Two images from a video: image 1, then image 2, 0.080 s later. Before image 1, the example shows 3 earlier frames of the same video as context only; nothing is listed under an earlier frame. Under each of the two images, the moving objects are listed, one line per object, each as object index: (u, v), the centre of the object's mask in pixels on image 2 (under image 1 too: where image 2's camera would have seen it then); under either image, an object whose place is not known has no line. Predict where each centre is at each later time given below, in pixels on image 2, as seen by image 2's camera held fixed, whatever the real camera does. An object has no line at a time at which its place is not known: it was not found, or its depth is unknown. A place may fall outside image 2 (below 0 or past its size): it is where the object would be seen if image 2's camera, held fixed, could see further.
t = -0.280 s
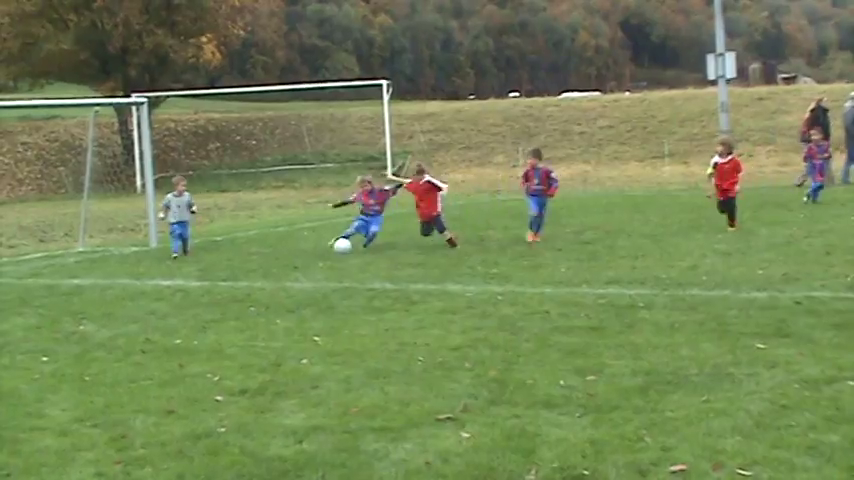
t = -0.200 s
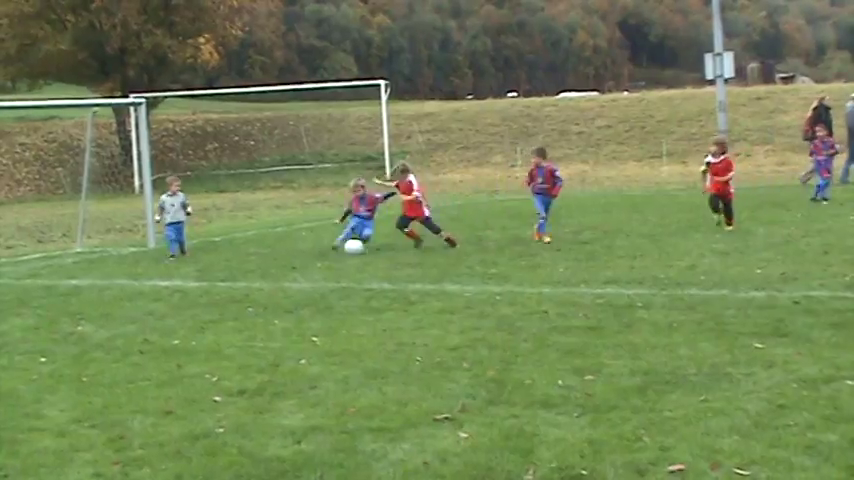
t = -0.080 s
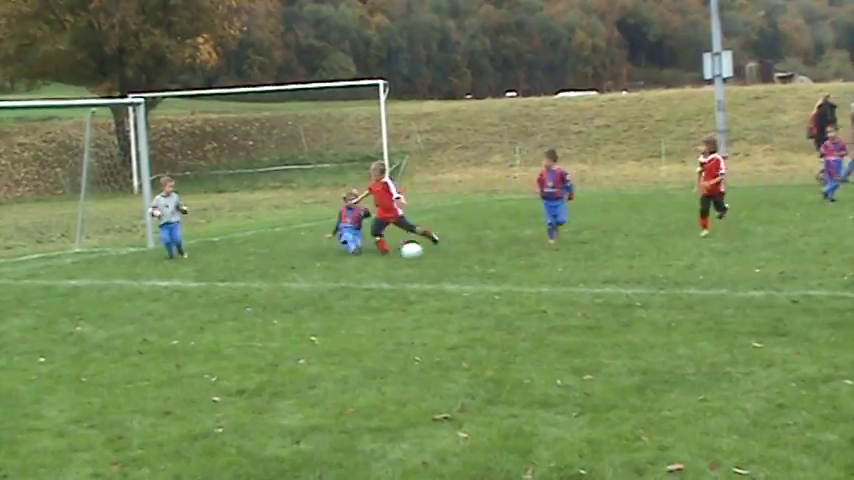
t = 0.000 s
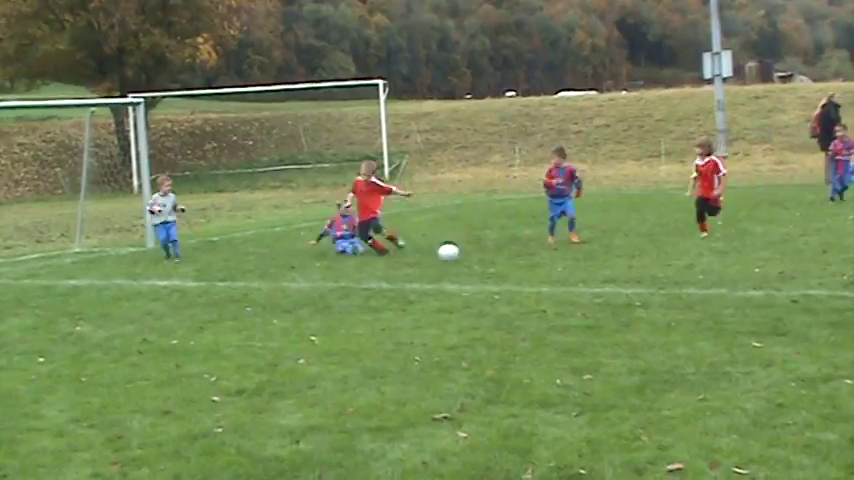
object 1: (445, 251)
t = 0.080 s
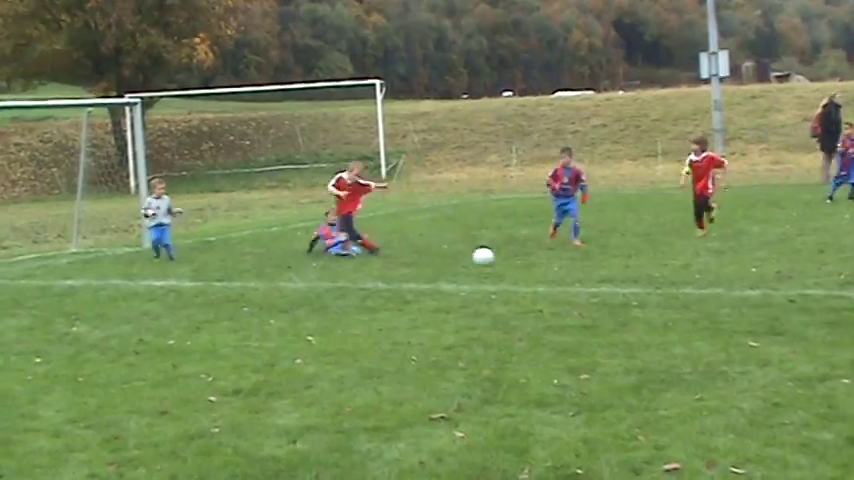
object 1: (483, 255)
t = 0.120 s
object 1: (500, 255)
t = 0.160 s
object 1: (515, 253)
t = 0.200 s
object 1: (531, 251)
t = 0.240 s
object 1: (547, 253)
